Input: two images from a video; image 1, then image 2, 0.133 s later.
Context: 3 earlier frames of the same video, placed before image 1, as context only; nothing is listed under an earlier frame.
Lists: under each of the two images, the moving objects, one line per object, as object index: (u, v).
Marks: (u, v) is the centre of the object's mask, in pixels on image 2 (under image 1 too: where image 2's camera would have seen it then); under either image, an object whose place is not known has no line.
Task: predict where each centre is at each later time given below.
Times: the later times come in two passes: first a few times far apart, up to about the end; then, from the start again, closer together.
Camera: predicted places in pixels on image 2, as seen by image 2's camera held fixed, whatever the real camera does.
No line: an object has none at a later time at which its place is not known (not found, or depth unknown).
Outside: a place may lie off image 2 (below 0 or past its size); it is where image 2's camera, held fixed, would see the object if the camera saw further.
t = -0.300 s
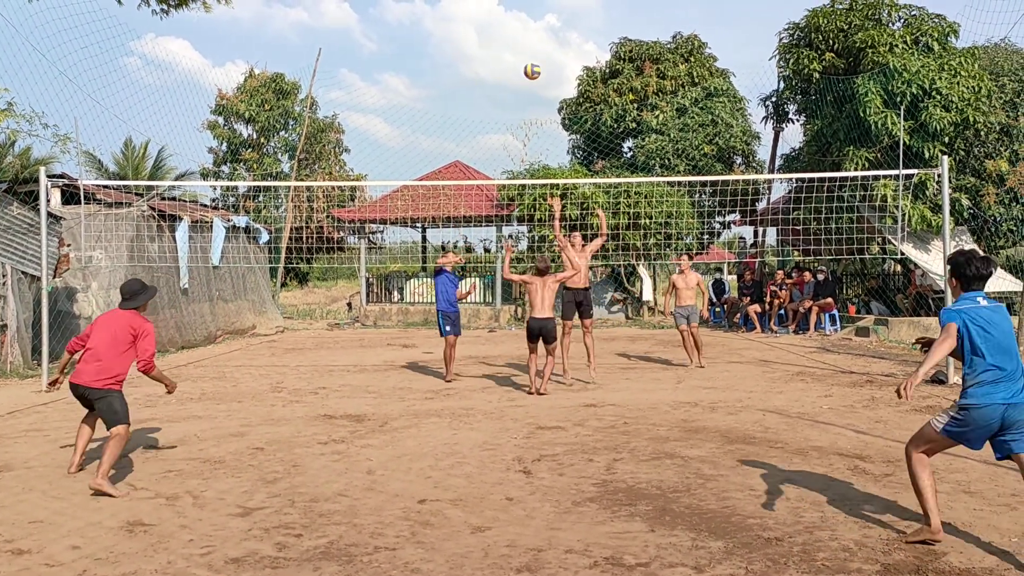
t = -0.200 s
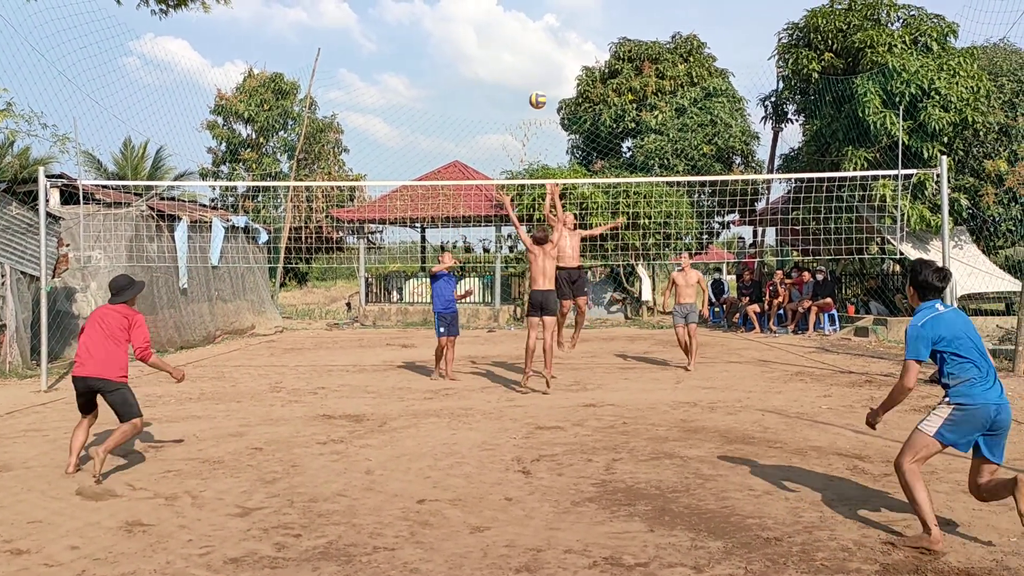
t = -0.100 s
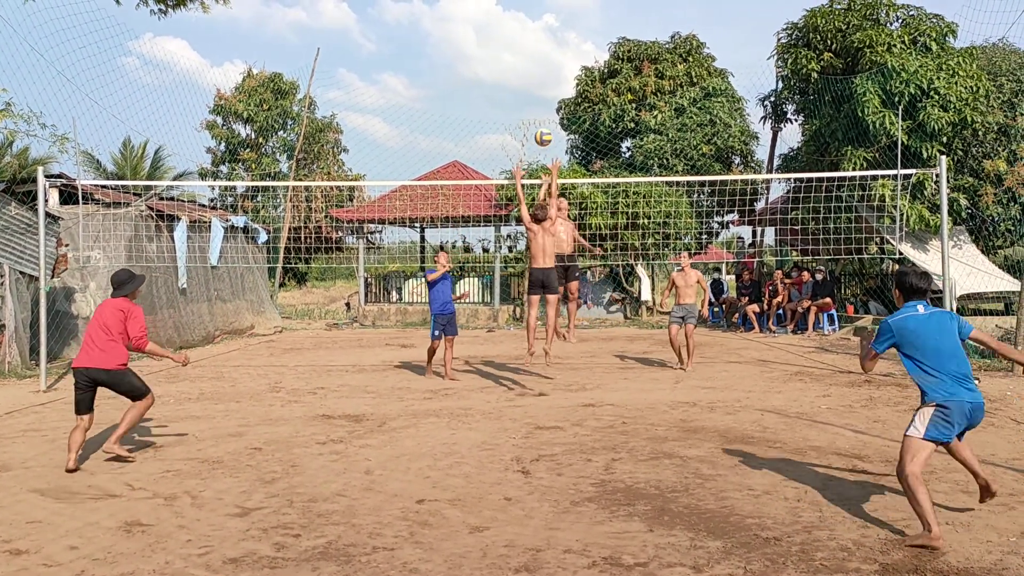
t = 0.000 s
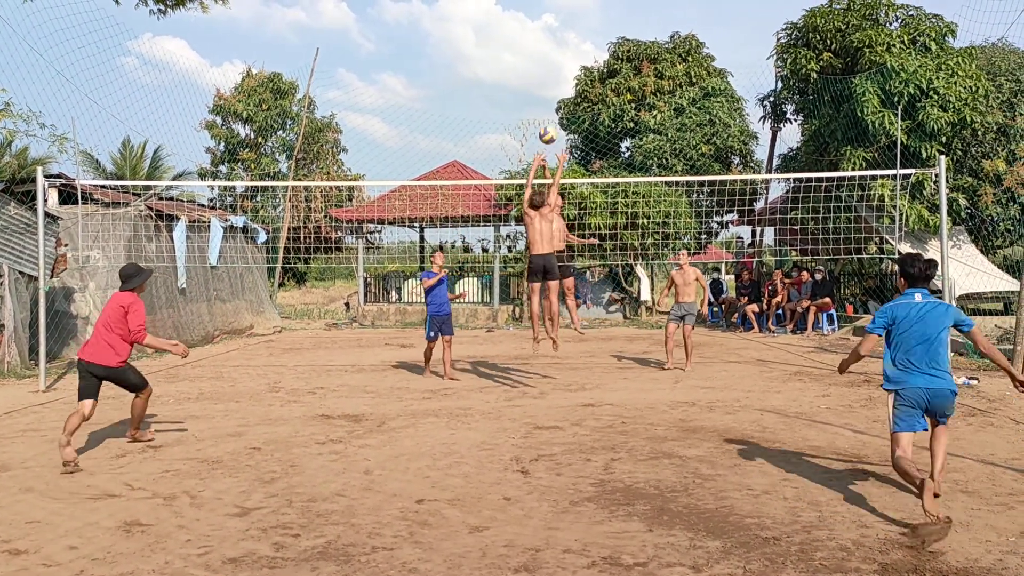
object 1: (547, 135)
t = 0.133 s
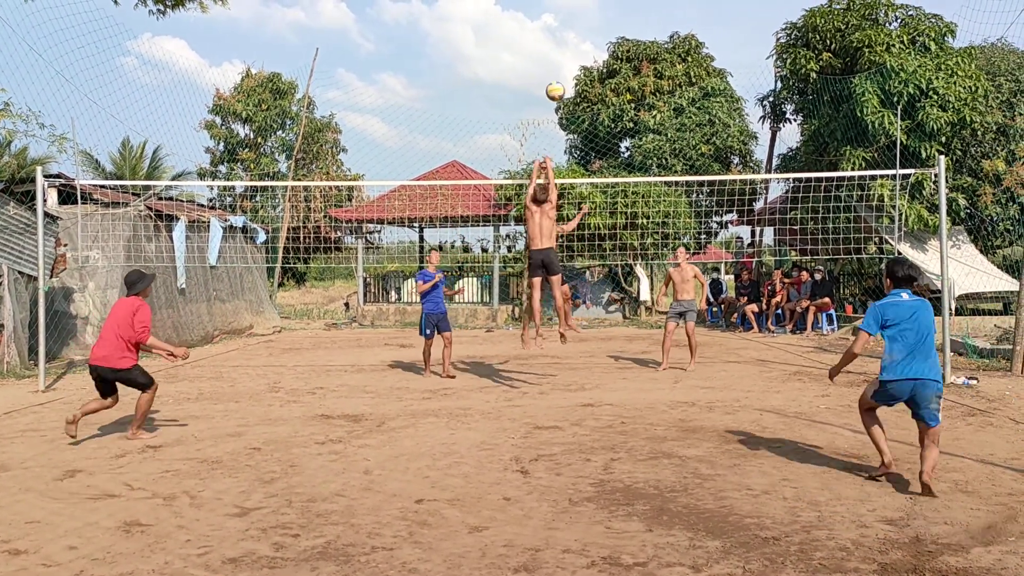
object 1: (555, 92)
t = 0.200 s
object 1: (560, 73)
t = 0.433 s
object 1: (584, 32)
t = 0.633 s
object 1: (615, 42)
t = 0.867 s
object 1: (674, 153)
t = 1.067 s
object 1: (757, 421)
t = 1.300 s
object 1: (879, 503)
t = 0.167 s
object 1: (558, 82)
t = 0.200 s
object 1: (560, 73)
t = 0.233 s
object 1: (563, 65)
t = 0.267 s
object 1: (566, 57)
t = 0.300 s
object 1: (570, 50)
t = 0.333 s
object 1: (573, 44)
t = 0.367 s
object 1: (576, 39)
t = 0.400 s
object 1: (580, 35)
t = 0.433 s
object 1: (584, 32)
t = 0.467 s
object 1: (588, 30)
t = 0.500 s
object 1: (593, 30)
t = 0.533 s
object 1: (598, 30)
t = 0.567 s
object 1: (603, 33)
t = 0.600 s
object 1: (609, 36)
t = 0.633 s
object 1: (615, 42)
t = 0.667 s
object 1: (622, 50)
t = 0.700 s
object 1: (629, 60)
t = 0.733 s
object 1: (637, 71)
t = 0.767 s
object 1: (646, 87)
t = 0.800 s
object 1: (655, 106)
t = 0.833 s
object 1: (664, 128)
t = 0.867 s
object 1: (674, 153)
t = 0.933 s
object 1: (696, 217)
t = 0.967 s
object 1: (709, 258)
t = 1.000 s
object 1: (725, 304)
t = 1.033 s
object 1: (740, 359)
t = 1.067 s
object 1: (757, 421)
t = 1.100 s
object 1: (776, 494)
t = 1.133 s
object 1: (797, 569)
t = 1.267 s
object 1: (863, 540)
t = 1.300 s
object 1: (879, 503)
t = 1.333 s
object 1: (898, 468)
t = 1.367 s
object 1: (919, 434)
